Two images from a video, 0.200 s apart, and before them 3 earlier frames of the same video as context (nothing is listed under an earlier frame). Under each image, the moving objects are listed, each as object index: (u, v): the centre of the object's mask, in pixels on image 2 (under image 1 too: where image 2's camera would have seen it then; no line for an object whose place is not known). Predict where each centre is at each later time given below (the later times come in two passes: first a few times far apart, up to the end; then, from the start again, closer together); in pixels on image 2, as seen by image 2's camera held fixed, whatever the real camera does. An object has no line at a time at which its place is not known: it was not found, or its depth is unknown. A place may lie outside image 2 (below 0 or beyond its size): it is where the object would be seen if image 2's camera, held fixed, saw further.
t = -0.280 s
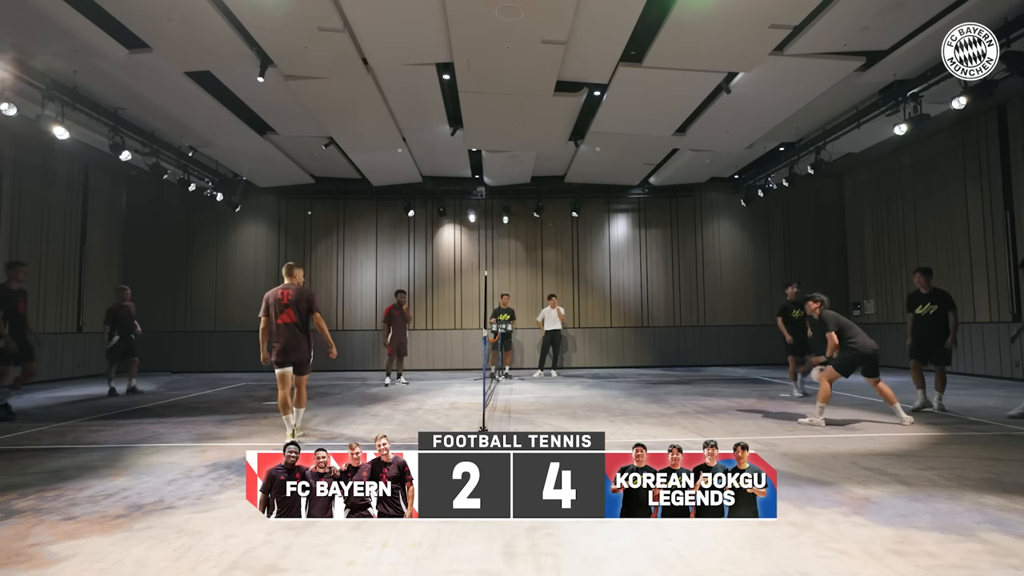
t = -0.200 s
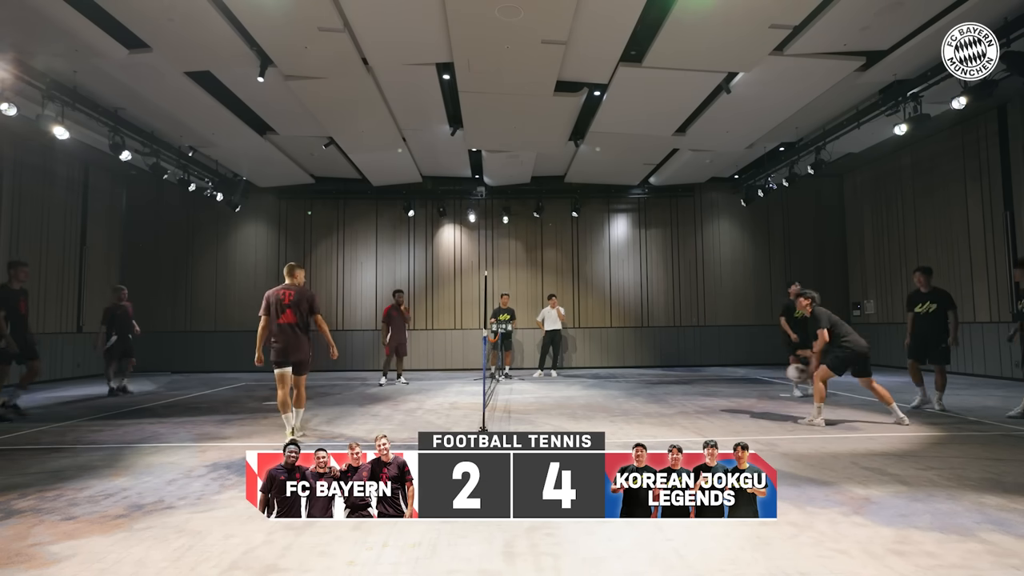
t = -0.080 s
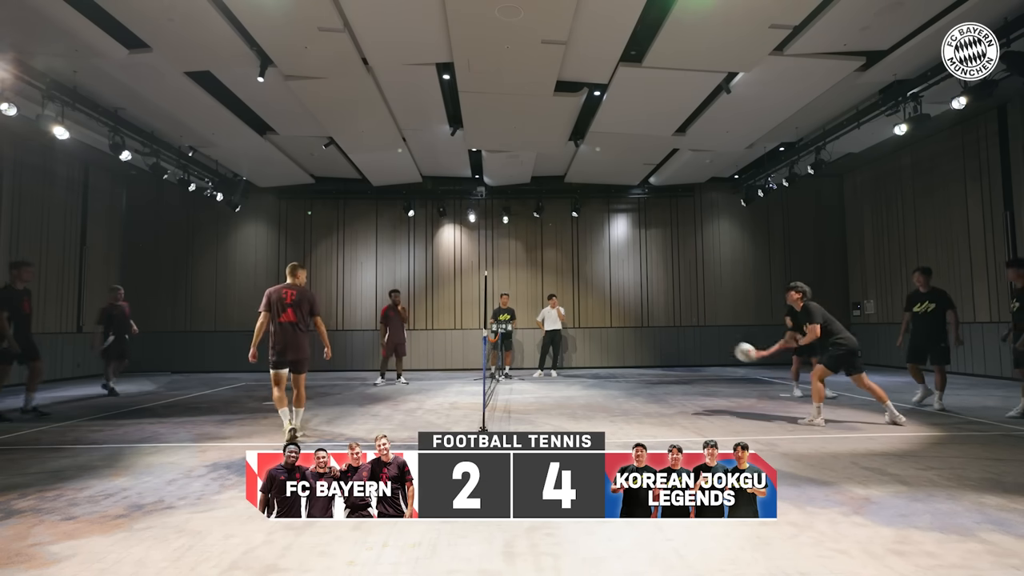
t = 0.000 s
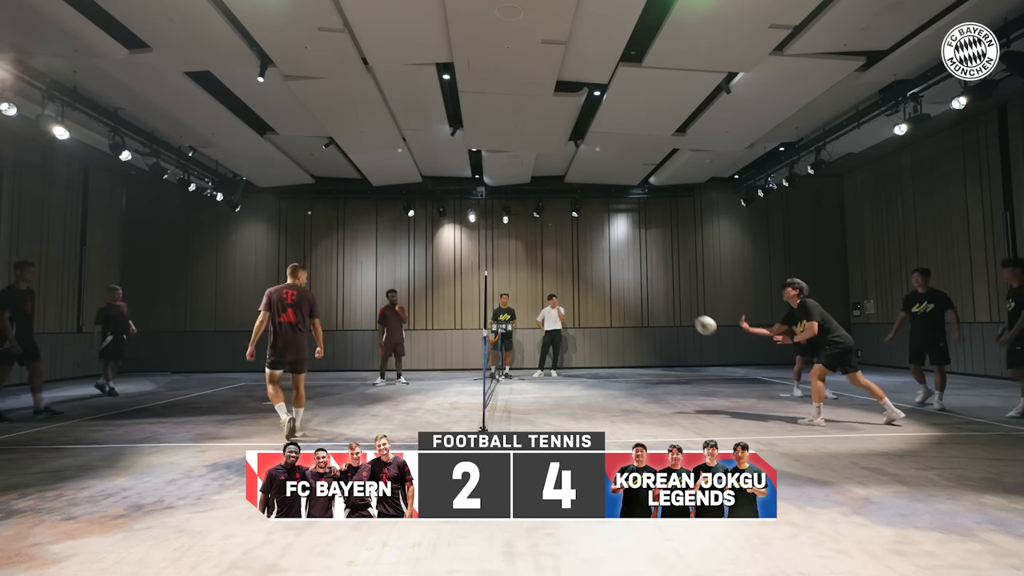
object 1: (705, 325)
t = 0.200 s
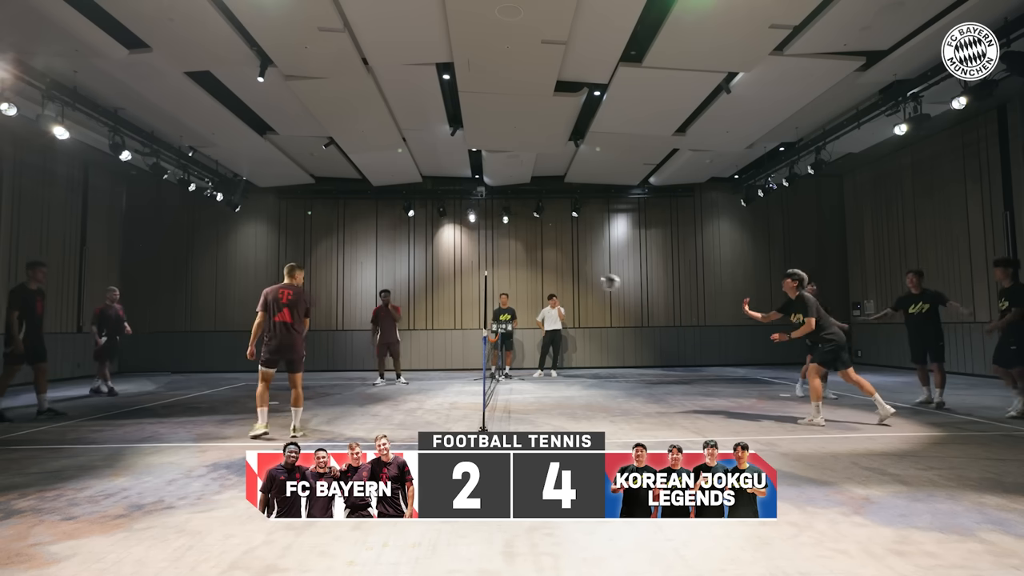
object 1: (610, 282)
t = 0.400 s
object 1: (522, 273)
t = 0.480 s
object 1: (488, 278)
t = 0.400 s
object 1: (522, 273)
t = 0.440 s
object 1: (505, 275)
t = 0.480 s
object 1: (488, 278)
